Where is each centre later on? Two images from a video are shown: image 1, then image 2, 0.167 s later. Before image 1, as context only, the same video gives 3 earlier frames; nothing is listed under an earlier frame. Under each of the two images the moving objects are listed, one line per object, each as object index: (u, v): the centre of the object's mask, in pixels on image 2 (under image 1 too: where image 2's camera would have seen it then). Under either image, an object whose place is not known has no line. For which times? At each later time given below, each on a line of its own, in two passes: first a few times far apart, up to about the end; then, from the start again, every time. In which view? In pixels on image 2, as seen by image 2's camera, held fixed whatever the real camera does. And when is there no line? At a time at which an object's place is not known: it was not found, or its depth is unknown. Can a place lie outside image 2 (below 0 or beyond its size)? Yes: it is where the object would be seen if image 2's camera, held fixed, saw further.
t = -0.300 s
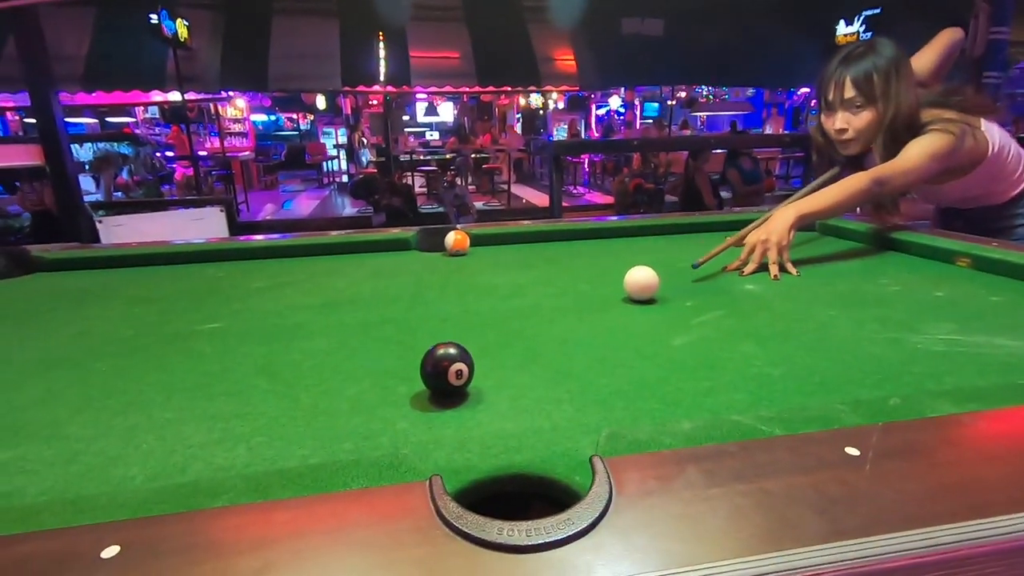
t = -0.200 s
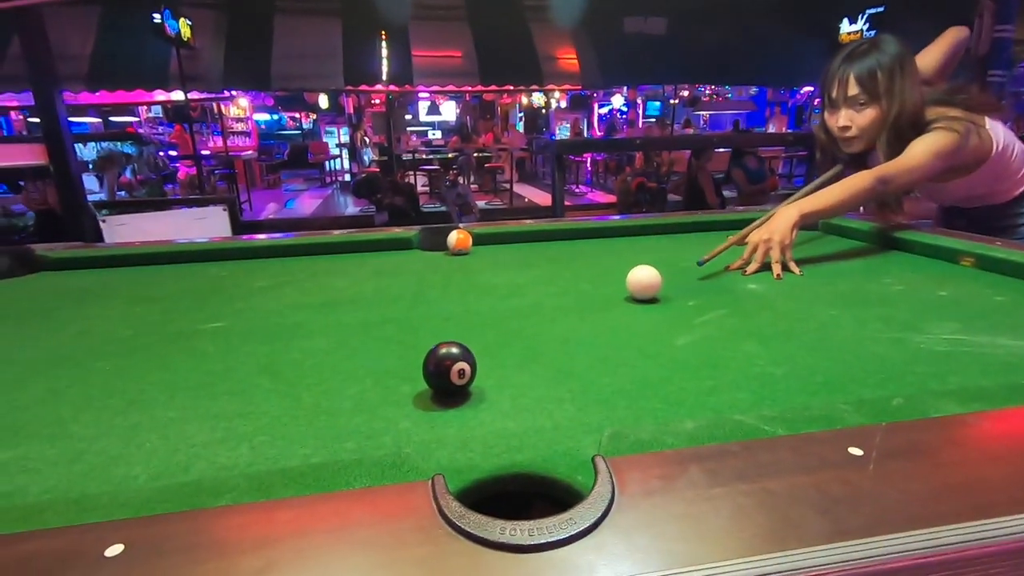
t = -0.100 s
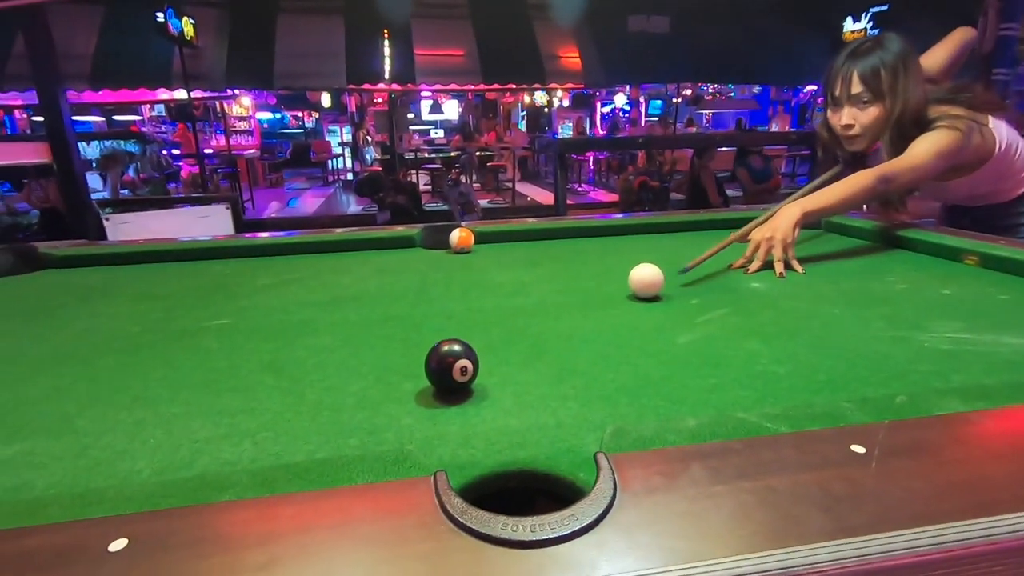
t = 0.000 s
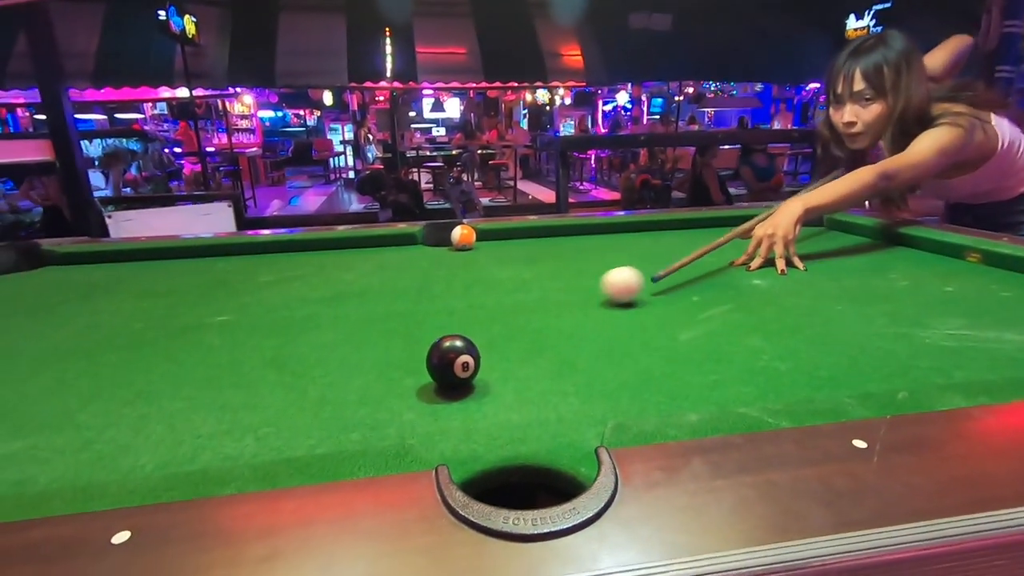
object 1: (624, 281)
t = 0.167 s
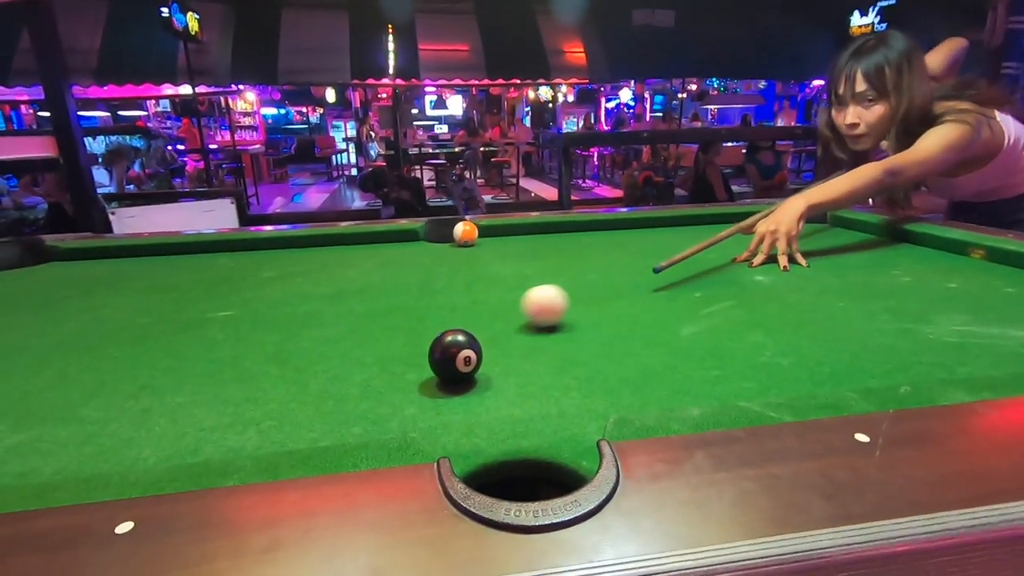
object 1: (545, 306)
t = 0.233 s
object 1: (514, 316)
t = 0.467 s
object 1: (376, 348)
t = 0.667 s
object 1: (235, 372)
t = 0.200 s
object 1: (530, 311)
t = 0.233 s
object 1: (514, 316)
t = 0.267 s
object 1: (497, 321)
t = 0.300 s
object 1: (482, 323)
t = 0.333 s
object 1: (463, 323)
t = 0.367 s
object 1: (435, 330)
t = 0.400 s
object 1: (416, 339)
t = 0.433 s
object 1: (398, 344)
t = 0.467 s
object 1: (376, 348)
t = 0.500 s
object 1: (355, 352)
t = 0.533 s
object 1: (331, 356)
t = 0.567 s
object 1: (308, 360)
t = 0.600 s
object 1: (284, 363)
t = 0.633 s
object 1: (260, 368)
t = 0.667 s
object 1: (235, 372)
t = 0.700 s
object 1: (209, 376)
